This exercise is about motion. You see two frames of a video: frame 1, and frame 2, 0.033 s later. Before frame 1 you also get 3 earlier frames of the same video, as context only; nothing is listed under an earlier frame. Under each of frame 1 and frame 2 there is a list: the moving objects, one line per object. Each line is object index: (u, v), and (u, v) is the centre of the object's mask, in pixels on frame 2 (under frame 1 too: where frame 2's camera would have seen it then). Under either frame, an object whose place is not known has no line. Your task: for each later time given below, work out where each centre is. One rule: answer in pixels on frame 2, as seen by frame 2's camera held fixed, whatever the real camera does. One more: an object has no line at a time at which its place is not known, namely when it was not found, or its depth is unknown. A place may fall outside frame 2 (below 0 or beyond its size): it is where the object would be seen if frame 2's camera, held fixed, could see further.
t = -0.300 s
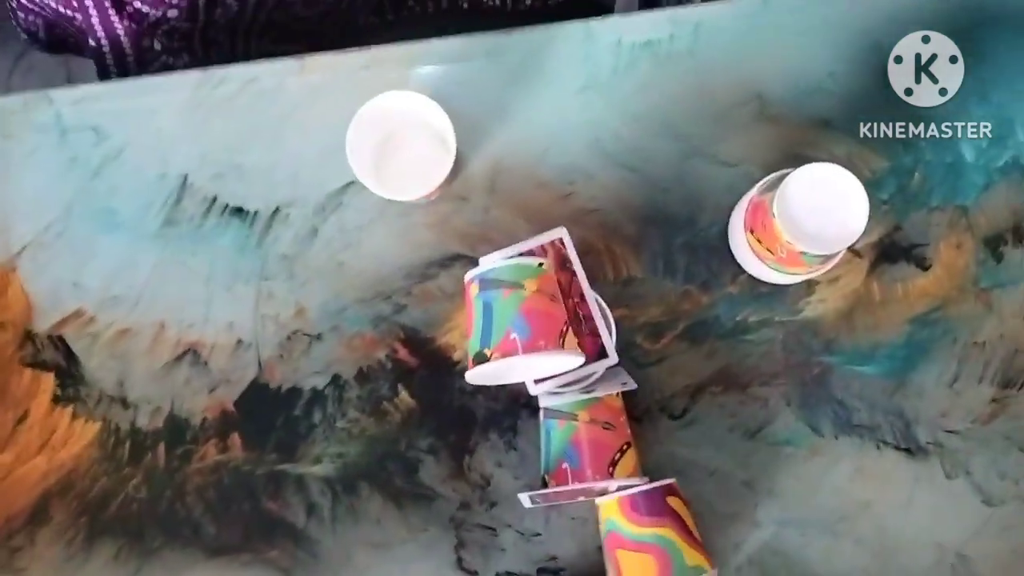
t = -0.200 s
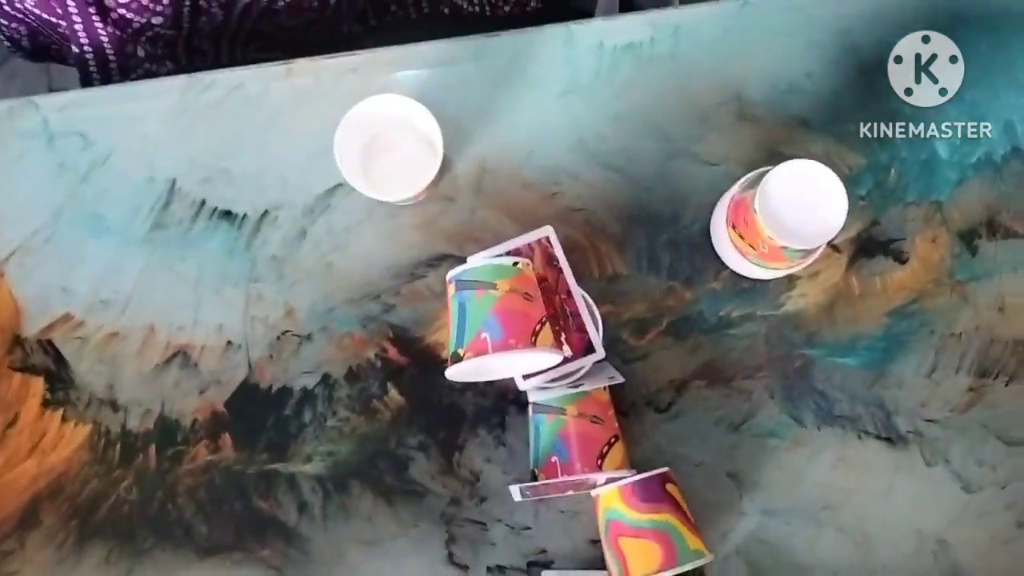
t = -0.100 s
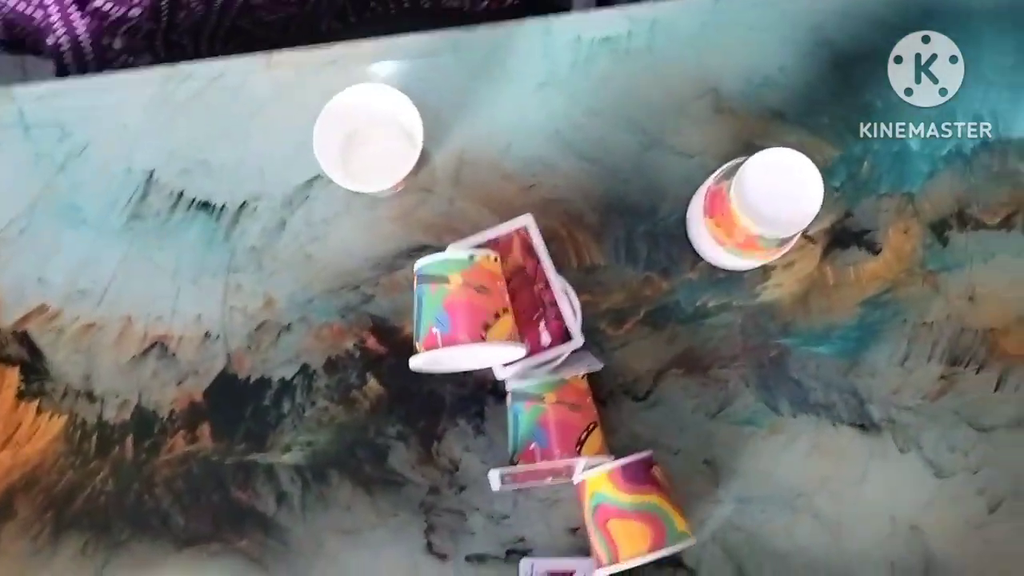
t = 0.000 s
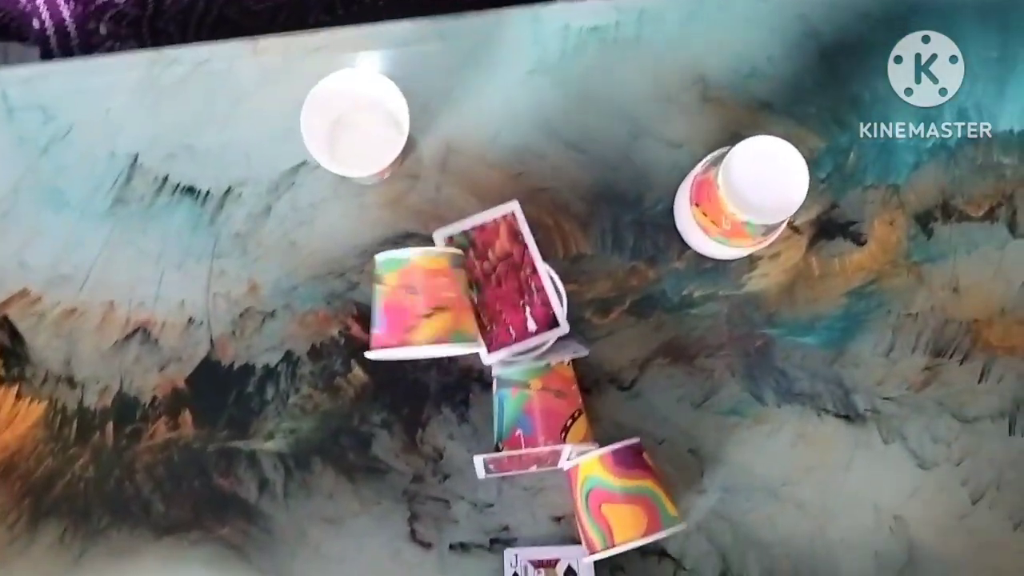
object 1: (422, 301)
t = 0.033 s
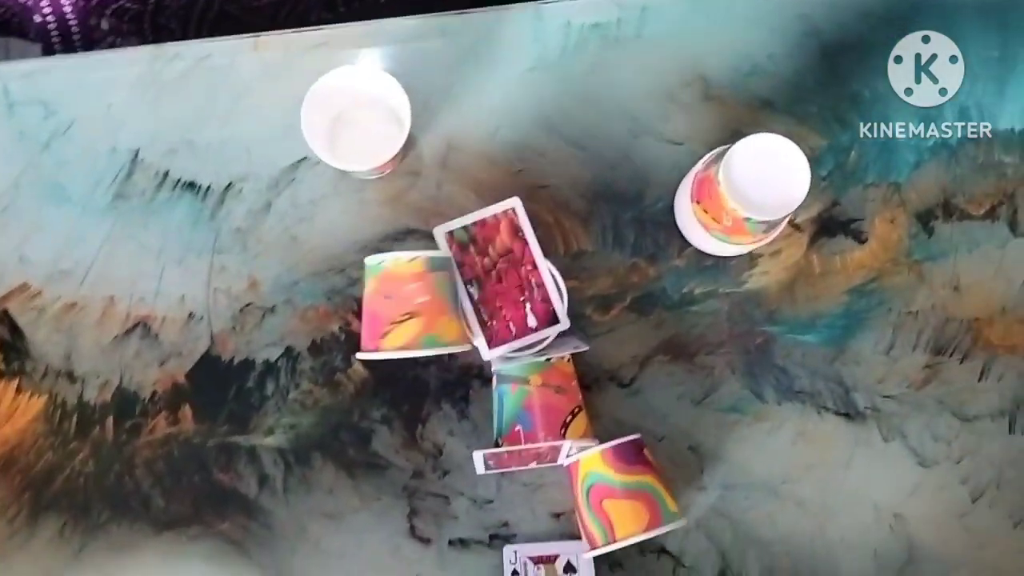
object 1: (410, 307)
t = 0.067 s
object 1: (402, 315)
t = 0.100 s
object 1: (388, 315)
